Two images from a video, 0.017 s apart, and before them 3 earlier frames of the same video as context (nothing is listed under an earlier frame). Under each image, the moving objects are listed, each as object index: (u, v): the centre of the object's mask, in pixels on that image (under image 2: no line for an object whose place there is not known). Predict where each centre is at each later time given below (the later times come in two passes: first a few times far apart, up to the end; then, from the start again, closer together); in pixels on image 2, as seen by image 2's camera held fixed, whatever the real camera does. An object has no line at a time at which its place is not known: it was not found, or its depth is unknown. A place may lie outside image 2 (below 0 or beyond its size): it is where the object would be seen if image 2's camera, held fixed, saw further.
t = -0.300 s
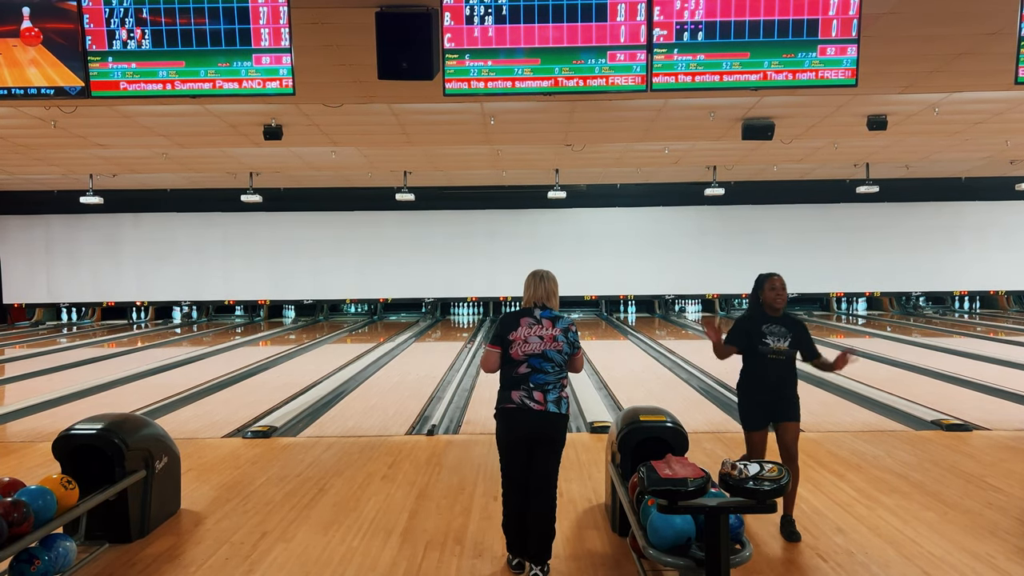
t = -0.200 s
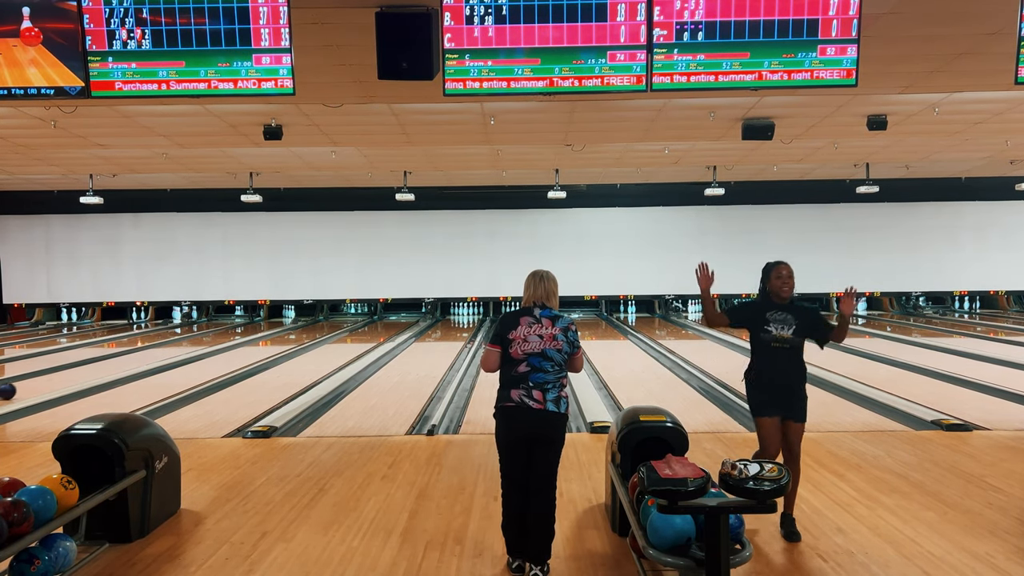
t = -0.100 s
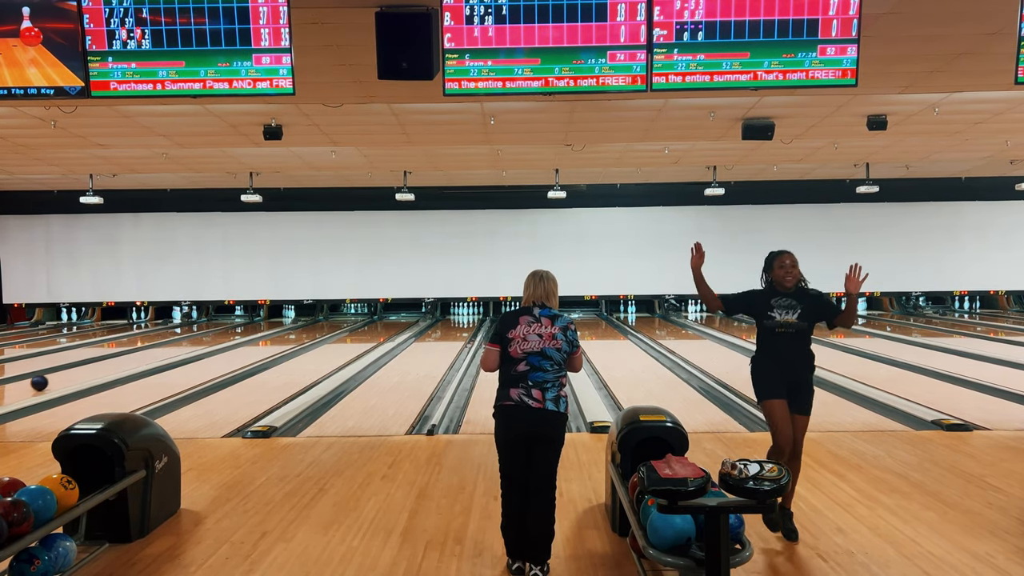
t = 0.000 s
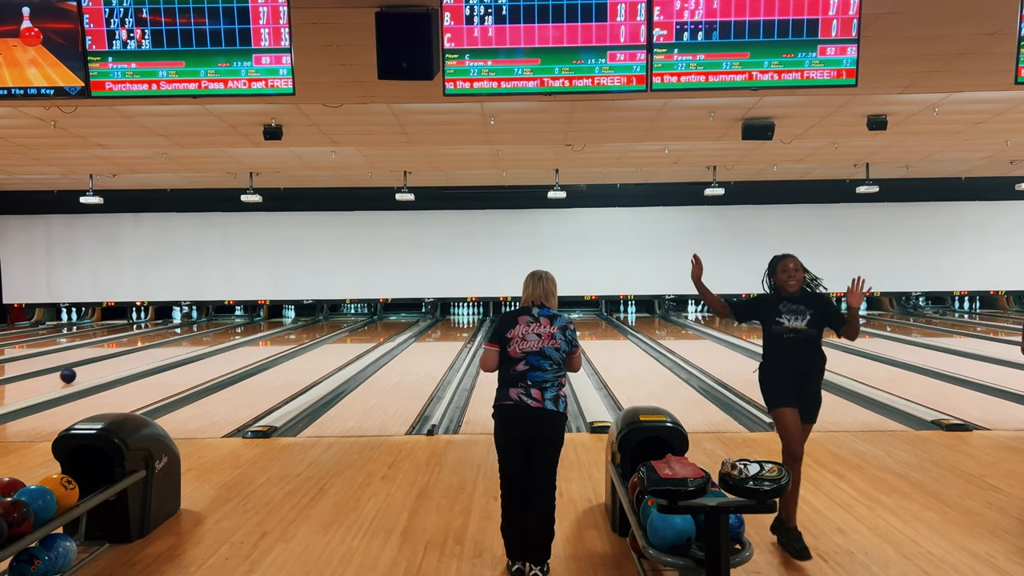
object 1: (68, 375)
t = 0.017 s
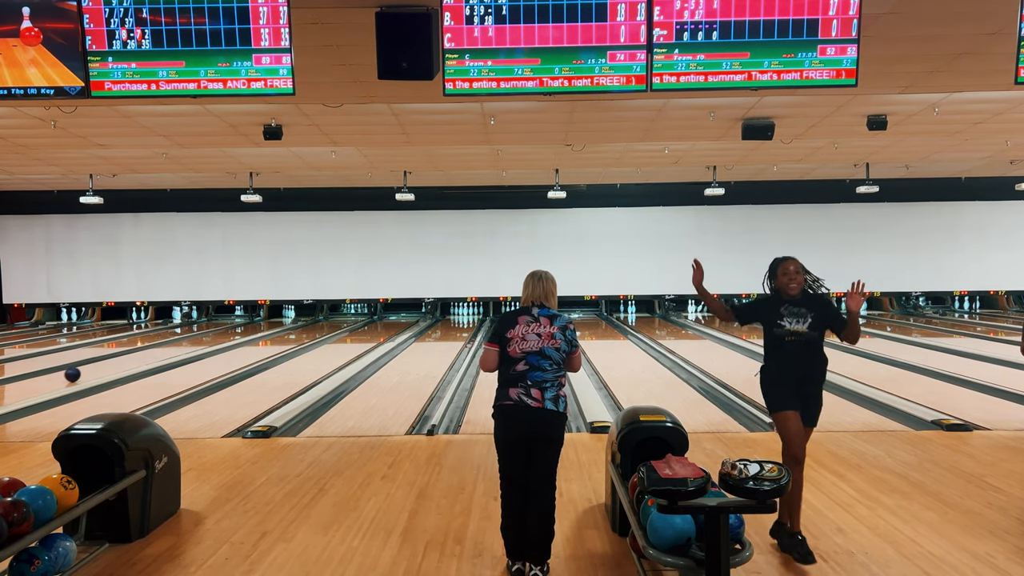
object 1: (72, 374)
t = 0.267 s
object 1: (129, 359)
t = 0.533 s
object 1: (176, 348)
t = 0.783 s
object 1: (211, 339)
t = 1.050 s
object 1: (240, 331)
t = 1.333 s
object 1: (264, 325)
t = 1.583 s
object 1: (279, 320)
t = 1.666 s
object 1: (282, 320)
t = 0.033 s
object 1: (76, 373)
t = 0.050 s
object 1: (81, 372)
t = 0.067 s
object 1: (85, 371)
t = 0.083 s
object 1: (89, 370)
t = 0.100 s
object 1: (93, 369)
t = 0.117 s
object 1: (97, 368)
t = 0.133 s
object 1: (101, 367)
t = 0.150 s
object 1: (104, 366)
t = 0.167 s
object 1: (108, 365)
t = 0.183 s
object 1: (112, 364)
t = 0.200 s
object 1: (116, 363)
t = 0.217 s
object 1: (119, 362)
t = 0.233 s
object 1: (123, 361)
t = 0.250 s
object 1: (126, 360)
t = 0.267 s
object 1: (129, 359)
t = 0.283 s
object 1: (133, 359)
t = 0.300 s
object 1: (136, 358)
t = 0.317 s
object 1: (139, 357)
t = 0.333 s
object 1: (142, 356)
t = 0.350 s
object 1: (145, 355)
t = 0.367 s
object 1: (148, 355)
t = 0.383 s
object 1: (151, 354)
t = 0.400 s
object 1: (154, 353)
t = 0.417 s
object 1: (157, 352)
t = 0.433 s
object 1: (160, 352)
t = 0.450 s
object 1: (163, 351)
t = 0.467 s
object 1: (165, 351)
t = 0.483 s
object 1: (168, 350)
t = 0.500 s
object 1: (171, 349)
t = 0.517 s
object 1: (173, 348)
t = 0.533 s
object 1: (176, 348)
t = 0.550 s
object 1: (179, 347)
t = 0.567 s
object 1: (181, 346)
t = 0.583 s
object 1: (184, 346)
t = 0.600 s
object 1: (186, 345)
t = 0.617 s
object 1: (189, 345)
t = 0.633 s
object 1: (191, 344)
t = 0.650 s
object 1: (193, 343)
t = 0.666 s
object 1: (195, 343)
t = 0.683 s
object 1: (198, 342)
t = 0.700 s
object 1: (200, 342)
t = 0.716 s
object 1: (202, 341)
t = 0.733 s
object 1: (204, 341)
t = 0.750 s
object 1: (207, 340)
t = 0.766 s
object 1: (209, 339)
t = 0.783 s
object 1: (211, 339)
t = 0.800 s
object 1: (213, 338)
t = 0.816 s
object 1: (215, 338)
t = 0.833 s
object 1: (217, 338)
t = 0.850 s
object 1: (219, 337)
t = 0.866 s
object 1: (221, 336)
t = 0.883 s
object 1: (223, 336)
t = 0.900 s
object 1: (225, 336)
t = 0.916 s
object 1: (226, 335)
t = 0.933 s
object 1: (228, 335)
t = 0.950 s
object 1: (230, 334)
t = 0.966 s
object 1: (232, 334)
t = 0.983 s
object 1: (233, 333)
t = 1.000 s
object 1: (235, 333)
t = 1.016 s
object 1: (237, 332)
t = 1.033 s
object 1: (238, 332)
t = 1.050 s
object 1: (240, 331)
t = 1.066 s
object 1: (241, 331)
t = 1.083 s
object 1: (243, 331)
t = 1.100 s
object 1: (244, 330)
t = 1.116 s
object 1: (246, 330)
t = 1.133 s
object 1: (248, 330)
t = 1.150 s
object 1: (249, 329)
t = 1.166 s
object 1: (251, 329)
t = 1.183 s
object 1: (252, 328)
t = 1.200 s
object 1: (253, 328)
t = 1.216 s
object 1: (255, 328)
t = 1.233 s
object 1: (256, 327)
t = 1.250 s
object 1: (258, 327)
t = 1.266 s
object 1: (259, 327)
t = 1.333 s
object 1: (264, 325)
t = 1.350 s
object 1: (265, 325)
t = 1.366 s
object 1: (265, 325)
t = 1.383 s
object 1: (267, 324)
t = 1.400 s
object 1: (267, 324)
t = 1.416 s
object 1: (269, 323)
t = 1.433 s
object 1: (270, 323)
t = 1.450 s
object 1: (271, 323)
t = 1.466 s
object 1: (272, 323)
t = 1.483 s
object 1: (273, 322)
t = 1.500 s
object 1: (274, 322)
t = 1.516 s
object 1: (275, 322)
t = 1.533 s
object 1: (276, 321)
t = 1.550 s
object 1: (278, 321)
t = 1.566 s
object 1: (278, 321)
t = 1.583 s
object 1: (279, 320)
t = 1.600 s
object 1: (279, 320)
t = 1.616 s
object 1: (280, 320)
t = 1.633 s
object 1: (280, 320)
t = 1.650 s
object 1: (281, 319)
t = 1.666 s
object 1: (282, 320)
